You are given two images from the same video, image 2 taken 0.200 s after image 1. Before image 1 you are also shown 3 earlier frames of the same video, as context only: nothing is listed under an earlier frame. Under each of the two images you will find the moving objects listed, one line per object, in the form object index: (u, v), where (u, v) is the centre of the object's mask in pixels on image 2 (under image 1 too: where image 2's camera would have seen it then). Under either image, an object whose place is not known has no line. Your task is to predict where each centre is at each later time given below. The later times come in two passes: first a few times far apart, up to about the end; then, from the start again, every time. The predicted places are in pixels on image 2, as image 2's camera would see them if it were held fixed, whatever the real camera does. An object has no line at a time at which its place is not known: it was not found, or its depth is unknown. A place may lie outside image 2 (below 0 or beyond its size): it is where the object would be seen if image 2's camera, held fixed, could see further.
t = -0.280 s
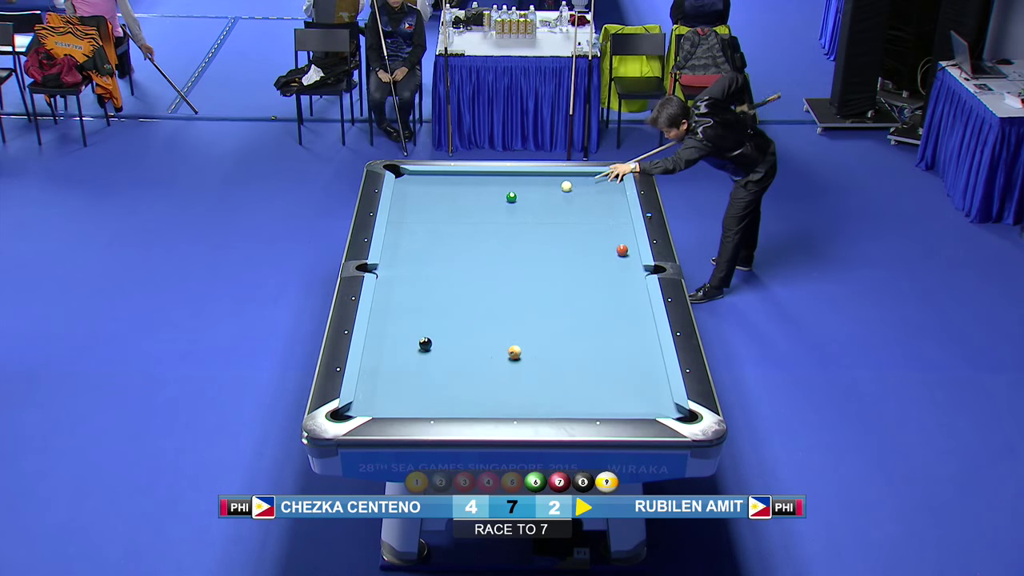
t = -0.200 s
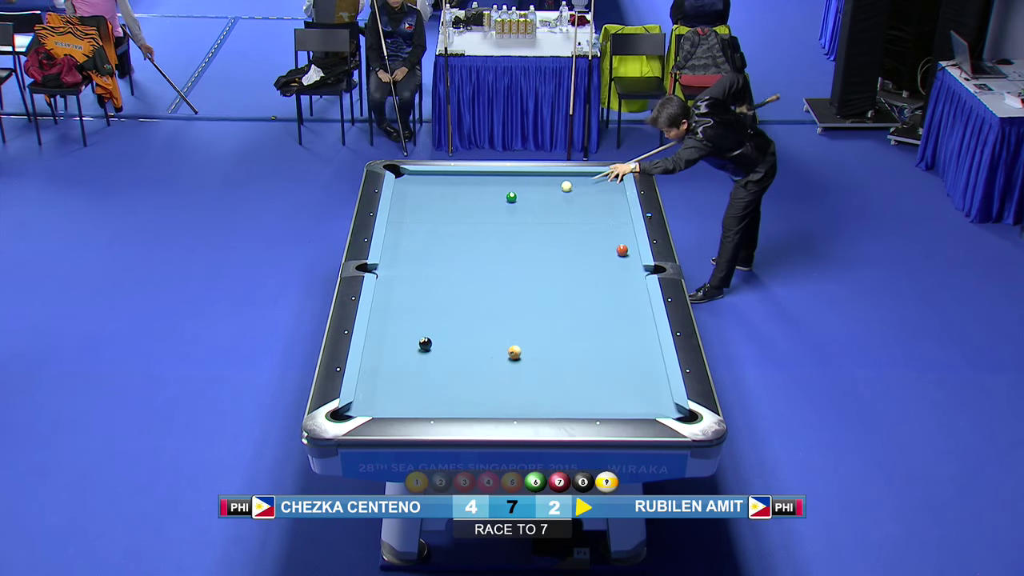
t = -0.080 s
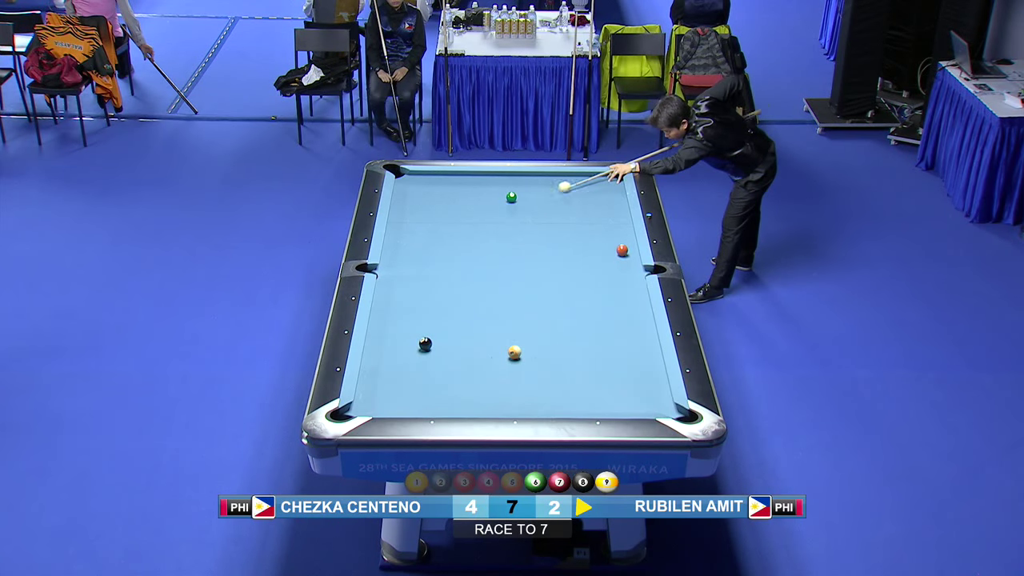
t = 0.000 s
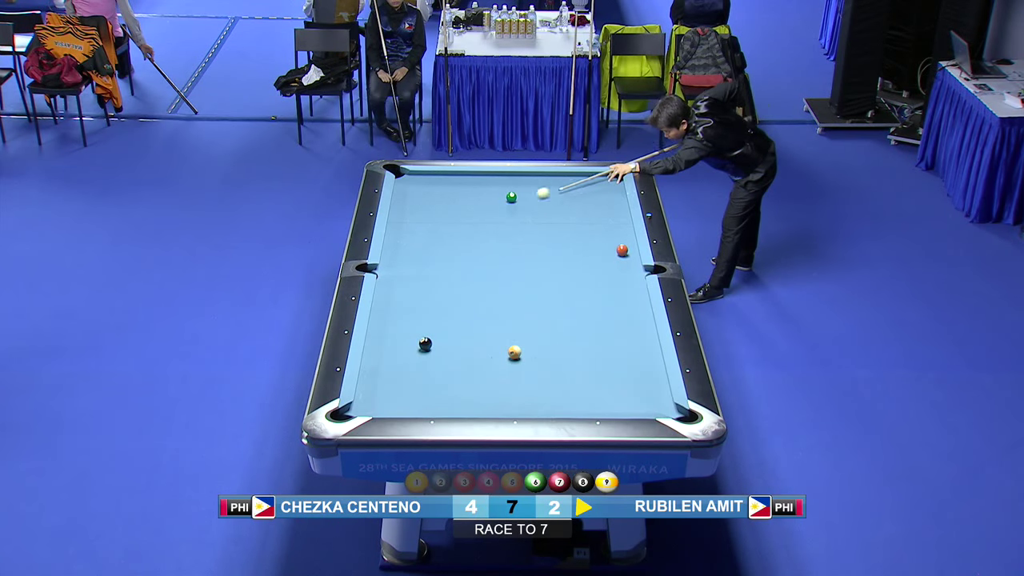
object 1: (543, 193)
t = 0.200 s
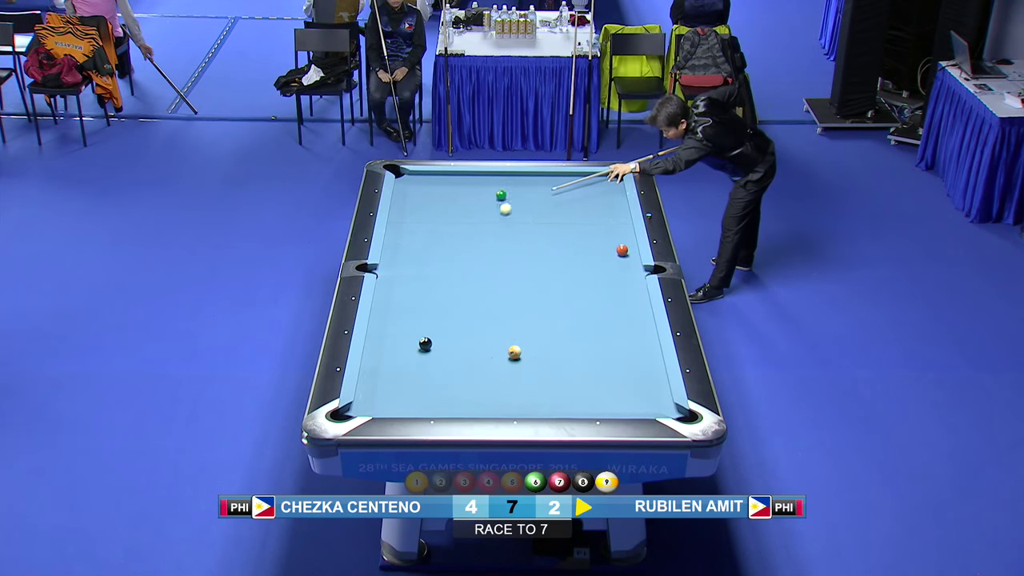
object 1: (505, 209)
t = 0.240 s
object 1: (500, 212)
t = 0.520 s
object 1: (471, 232)
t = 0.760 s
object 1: (446, 249)
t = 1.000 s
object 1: (420, 267)
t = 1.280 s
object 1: (388, 288)
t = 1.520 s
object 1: (386, 305)
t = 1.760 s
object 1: (397, 321)
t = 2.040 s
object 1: (409, 341)
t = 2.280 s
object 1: (414, 358)
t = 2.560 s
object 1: (417, 378)
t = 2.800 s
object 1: (421, 395)
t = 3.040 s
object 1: (425, 407)
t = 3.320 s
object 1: (437, 399)
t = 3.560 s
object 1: (446, 391)
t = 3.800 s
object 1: (454, 384)
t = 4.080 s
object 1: (463, 377)
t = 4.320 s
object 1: (469, 372)
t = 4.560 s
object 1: (475, 367)
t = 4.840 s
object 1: (481, 362)
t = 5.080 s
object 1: (486, 358)
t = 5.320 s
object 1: (490, 355)
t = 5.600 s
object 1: (493, 352)
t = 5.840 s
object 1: (495, 350)
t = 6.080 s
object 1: (497, 348)
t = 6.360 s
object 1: (498, 346)
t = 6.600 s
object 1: (499, 346)
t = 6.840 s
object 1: (499, 345)
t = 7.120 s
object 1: (499, 346)
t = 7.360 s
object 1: (499, 346)
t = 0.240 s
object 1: (500, 212)
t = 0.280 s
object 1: (496, 215)
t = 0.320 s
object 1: (492, 218)
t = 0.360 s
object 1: (488, 221)
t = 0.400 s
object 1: (483, 224)
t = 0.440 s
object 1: (480, 226)
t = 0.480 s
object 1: (475, 229)
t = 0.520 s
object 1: (471, 232)
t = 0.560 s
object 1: (467, 235)
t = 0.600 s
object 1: (463, 237)
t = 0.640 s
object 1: (459, 240)
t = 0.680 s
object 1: (454, 243)
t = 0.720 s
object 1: (450, 246)
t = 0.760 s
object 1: (446, 249)
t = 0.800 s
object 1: (442, 252)
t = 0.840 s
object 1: (437, 255)
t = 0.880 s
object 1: (433, 258)
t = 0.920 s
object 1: (428, 261)
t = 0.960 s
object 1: (424, 264)
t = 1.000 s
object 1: (420, 267)
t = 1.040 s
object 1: (415, 269)
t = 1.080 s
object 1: (411, 273)
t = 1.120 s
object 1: (406, 276)
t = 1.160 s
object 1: (402, 279)
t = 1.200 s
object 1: (398, 282)
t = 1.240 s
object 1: (393, 285)
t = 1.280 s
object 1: (388, 288)
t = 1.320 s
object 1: (384, 291)
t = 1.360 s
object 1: (379, 294)
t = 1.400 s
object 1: (381, 297)
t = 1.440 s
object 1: (383, 299)
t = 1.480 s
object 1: (385, 302)
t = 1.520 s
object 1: (386, 305)
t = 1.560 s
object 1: (388, 308)
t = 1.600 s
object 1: (390, 310)
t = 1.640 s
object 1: (392, 313)
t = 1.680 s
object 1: (394, 316)
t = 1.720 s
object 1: (395, 319)
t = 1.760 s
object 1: (397, 321)
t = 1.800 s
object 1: (399, 324)
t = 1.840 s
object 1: (401, 327)
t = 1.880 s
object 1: (402, 330)
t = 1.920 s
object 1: (404, 333)
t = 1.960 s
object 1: (406, 335)
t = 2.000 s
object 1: (408, 338)
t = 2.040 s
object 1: (409, 341)
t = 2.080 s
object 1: (411, 344)
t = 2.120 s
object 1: (412, 347)
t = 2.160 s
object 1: (412, 350)
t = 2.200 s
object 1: (413, 352)
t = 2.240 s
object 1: (413, 355)
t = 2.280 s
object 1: (414, 358)
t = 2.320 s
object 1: (415, 361)
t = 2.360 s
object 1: (415, 364)
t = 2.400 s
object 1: (415, 367)
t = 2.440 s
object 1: (416, 370)
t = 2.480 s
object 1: (416, 372)
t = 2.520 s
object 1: (417, 375)
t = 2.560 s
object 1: (417, 378)
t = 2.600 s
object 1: (418, 381)
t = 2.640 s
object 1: (419, 384)
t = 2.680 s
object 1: (419, 387)
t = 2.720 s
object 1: (420, 390)
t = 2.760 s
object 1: (420, 392)
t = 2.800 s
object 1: (421, 395)
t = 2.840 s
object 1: (421, 398)
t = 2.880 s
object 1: (422, 401)
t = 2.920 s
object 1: (422, 403)
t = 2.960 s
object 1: (423, 405)
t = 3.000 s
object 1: (424, 406)
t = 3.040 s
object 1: (425, 407)
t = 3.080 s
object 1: (427, 406)
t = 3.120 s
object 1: (428, 405)
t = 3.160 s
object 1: (430, 404)
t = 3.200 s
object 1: (432, 403)
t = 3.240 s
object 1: (433, 402)
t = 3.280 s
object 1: (435, 400)
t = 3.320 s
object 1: (437, 399)
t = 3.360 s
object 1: (438, 398)
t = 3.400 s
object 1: (440, 396)
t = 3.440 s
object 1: (441, 395)
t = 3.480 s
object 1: (443, 394)
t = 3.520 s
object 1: (444, 392)
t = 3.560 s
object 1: (446, 391)
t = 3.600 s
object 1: (447, 390)
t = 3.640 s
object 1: (449, 389)
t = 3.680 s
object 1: (450, 388)
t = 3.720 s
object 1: (451, 386)
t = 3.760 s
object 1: (453, 385)
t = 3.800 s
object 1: (454, 384)
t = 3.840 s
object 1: (455, 383)
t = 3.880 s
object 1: (457, 382)
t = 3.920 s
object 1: (458, 381)
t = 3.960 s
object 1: (459, 380)
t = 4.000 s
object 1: (460, 379)
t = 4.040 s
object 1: (461, 378)
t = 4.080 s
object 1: (463, 377)
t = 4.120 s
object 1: (464, 376)
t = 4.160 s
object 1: (465, 375)
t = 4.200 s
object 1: (466, 374)
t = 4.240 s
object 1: (467, 373)
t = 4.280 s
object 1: (468, 373)
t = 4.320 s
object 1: (469, 372)
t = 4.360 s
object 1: (470, 371)
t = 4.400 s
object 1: (471, 370)
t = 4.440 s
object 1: (472, 369)
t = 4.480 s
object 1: (473, 368)
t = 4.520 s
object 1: (475, 368)
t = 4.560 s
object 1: (475, 367)
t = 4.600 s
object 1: (476, 366)
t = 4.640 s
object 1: (477, 365)
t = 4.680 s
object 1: (478, 365)
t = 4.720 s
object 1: (479, 364)
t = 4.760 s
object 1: (480, 363)
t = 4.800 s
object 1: (480, 363)
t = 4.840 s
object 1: (481, 362)
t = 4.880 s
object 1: (482, 361)
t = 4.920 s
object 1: (483, 361)
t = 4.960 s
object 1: (484, 360)
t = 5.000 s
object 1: (484, 359)
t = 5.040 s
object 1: (485, 359)
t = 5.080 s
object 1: (486, 358)
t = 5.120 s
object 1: (487, 358)
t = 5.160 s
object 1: (487, 357)
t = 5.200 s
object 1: (488, 357)
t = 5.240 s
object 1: (488, 356)
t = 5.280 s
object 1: (489, 355)
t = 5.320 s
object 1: (490, 355)
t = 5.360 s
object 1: (490, 354)
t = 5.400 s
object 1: (491, 354)
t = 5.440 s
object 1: (491, 353)
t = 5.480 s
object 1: (492, 353)
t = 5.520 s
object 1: (492, 353)
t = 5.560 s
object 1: (492, 352)
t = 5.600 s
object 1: (493, 352)
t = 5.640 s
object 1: (493, 351)
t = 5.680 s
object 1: (494, 351)
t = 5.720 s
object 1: (494, 351)
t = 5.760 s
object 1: (495, 350)
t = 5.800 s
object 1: (495, 350)
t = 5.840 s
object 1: (495, 350)
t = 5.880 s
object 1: (496, 349)
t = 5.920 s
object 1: (496, 349)
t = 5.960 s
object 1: (496, 349)
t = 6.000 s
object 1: (497, 348)
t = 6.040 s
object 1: (497, 348)
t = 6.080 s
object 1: (497, 348)
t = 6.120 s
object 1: (497, 347)
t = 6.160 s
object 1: (498, 347)
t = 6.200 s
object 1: (498, 347)
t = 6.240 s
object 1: (498, 347)
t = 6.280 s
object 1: (498, 346)
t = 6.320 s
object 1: (498, 346)
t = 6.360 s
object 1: (498, 346)
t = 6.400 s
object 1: (499, 346)
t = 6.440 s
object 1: (499, 346)
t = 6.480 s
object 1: (499, 346)
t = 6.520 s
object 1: (499, 346)
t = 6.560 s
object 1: (499, 346)
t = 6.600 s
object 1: (499, 346)
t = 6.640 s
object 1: (499, 346)
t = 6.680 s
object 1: (499, 345)
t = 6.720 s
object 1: (499, 345)
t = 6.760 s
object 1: (499, 345)
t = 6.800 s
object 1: (499, 345)
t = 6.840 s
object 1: (499, 345)
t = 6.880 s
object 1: (499, 345)
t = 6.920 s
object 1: (499, 345)
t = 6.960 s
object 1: (499, 345)
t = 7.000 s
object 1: (499, 345)
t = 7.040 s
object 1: (499, 345)
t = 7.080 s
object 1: (499, 346)
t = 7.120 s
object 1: (499, 346)
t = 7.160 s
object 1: (499, 346)
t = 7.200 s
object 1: (499, 345)
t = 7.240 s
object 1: (499, 346)
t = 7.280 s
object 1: (499, 346)
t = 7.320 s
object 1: (499, 346)
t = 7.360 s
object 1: (499, 346)
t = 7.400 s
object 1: (499, 346)
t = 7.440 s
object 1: (499, 345)
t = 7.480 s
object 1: (499, 346)
